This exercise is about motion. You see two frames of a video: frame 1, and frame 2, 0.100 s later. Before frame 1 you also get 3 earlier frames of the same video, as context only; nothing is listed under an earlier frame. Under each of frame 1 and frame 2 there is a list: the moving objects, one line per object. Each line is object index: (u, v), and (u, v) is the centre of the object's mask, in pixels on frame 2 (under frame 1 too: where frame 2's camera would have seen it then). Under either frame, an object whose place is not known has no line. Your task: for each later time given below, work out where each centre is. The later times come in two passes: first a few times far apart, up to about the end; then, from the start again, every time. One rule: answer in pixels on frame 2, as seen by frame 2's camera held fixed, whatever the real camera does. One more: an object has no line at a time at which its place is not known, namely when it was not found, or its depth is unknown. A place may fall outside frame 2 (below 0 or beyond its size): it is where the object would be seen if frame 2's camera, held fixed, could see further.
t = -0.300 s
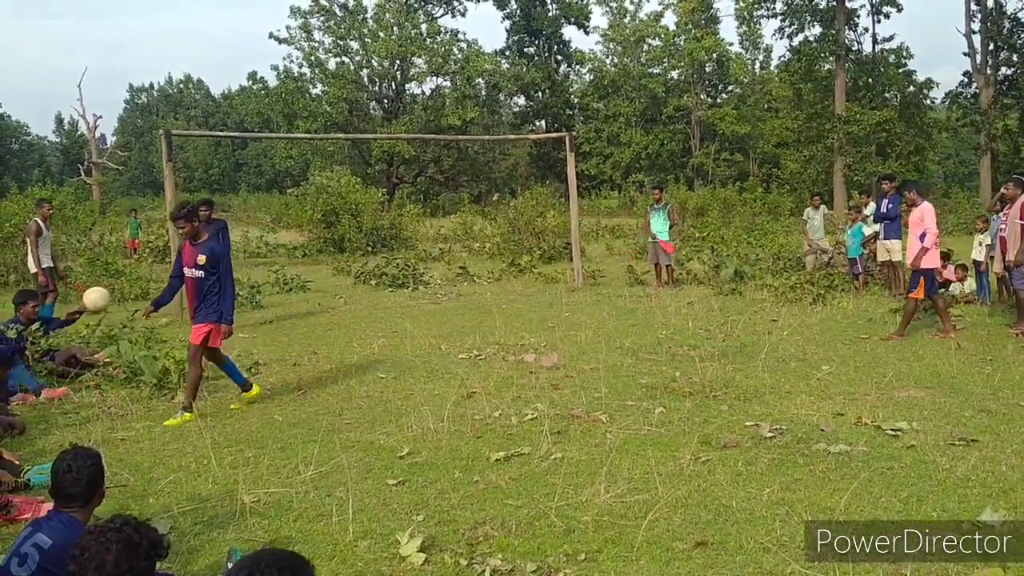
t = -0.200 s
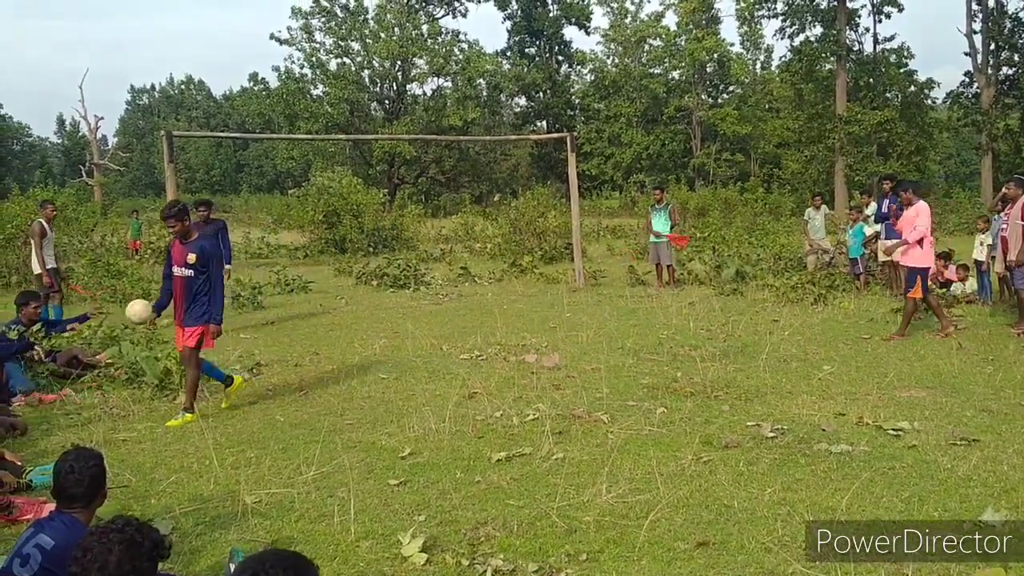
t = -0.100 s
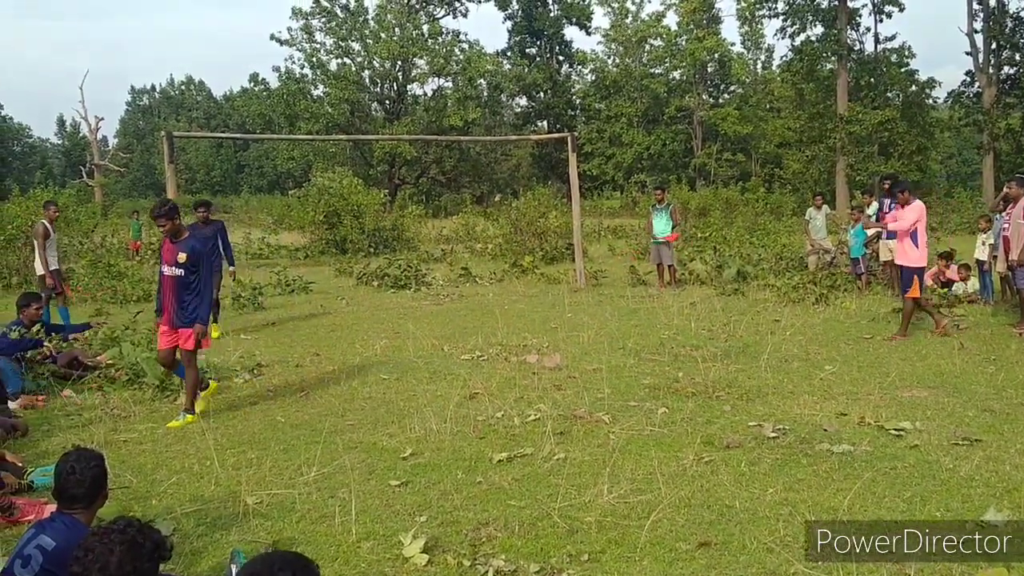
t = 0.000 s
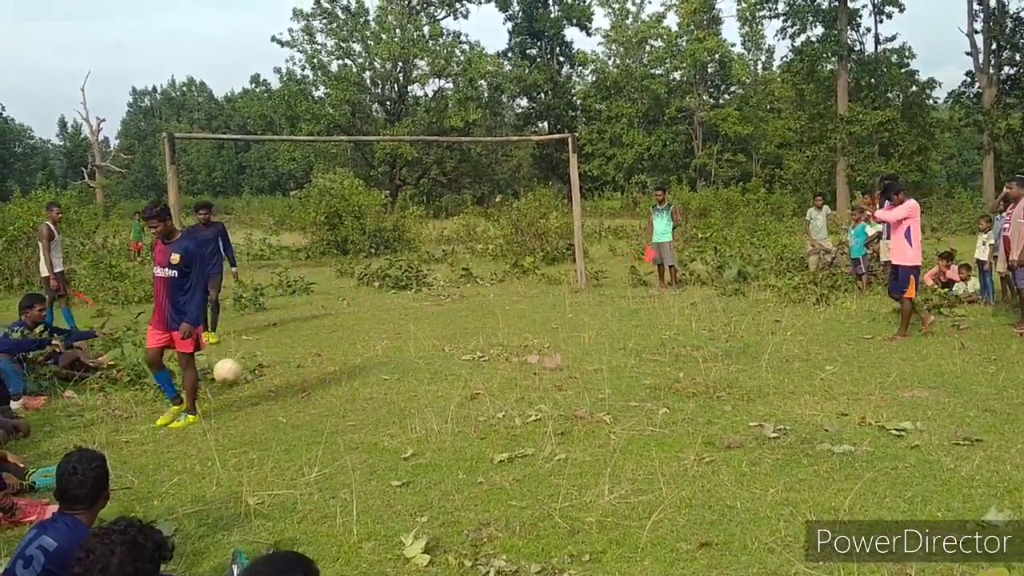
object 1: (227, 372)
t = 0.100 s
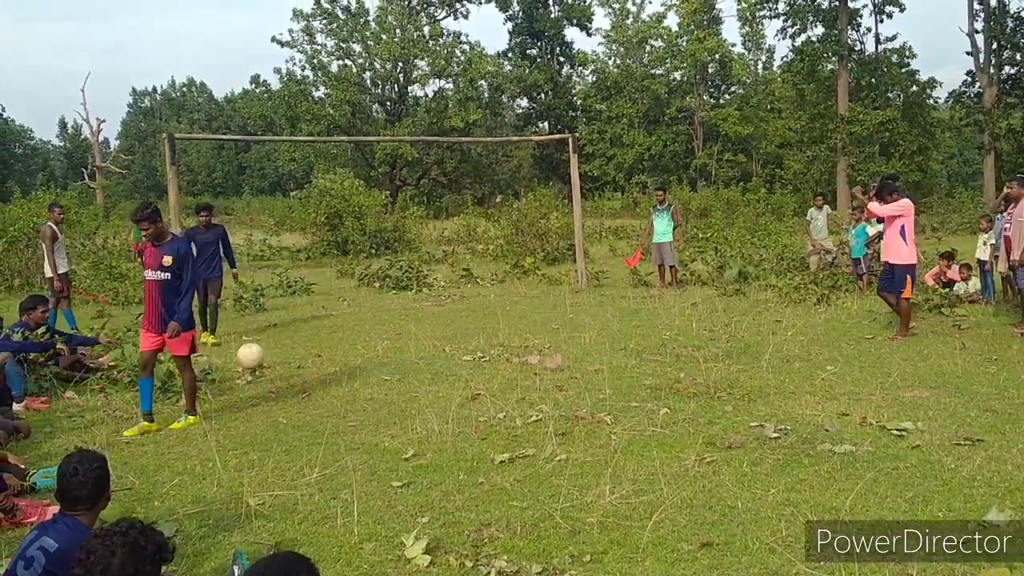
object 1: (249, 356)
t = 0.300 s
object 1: (292, 334)
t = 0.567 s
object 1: (354, 375)
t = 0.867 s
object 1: (417, 355)
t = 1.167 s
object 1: (480, 364)
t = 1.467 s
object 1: (540, 374)
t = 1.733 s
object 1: (592, 374)
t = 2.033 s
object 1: (642, 373)
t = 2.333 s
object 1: (684, 373)
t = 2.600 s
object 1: (710, 372)
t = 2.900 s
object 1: (724, 373)
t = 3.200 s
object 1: (723, 372)
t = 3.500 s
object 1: (722, 372)
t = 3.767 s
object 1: (722, 372)
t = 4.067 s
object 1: (721, 372)
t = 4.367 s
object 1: (721, 372)
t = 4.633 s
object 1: (721, 372)
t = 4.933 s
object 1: (721, 372)
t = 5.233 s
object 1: (721, 372)
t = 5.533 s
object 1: (721, 372)
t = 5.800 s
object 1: (721, 372)
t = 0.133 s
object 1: (256, 349)
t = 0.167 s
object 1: (263, 343)
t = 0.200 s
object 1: (270, 339)
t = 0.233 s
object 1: (278, 336)
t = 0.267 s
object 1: (285, 334)
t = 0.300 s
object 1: (292, 334)
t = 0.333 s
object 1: (300, 334)
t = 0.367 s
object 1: (307, 336)
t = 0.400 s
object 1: (314, 340)
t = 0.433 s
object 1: (322, 344)
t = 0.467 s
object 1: (330, 350)
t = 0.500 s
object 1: (338, 357)
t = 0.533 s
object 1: (346, 365)
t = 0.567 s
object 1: (354, 375)
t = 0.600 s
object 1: (361, 373)
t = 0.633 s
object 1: (368, 366)
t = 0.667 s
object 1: (375, 361)
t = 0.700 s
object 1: (382, 357)
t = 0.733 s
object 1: (389, 354)
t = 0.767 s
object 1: (396, 353)
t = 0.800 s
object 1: (403, 352)
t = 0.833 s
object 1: (410, 353)
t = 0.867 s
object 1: (417, 355)
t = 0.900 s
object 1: (425, 358)
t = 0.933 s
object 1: (433, 363)
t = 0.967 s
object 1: (440, 370)
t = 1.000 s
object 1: (449, 376)
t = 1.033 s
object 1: (454, 372)
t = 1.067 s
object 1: (460, 368)
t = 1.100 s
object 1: (467, 365)
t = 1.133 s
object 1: (474, 362)
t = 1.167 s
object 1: (480, 364)
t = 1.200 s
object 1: (487, 365)
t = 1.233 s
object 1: (493, 366)
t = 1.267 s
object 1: (500, 371)
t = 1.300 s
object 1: (507, 374)
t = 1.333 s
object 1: (514, 373)
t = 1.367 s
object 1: (520, 372)
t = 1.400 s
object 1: (527, 372)
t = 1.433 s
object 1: (533, 373)
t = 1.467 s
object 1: (540, 374)
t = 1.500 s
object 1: (547, 374)
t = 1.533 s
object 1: (553, 374)
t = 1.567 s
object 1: (561, 374)
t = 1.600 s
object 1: (567, 375)
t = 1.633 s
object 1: (573, 374)
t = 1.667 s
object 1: (579, 374)
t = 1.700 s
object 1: (585, 374)
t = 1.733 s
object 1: (592, 374)
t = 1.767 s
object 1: (597, 374)
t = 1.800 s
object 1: (604, 374)
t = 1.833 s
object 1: (609, 374)
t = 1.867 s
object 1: (615, 373)
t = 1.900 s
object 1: (620, 374)
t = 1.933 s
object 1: (626, 374)
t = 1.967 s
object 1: (631, 374)
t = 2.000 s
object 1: (637, 373)
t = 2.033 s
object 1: (642, 373)
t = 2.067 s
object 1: (647, 373)
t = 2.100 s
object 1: (652, 373)
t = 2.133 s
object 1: (656, 373)
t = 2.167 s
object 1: (660, 372)
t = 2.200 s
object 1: (666, 372)
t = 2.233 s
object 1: (670, 374)
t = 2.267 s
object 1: (675, 375)
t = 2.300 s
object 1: (680, 374)
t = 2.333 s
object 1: (684, 373)
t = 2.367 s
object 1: (688, 374)
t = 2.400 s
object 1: (692, 373)
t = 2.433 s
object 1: (695, 373)
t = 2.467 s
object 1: (698, 373)
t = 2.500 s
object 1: (702, 373)
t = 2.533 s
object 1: (706, 372)
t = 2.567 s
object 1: (708, 372)
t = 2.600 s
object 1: (710, 372)
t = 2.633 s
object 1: (712, 372)
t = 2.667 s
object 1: (714, 372)
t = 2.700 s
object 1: (716, 372)
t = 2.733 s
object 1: (719, 373)
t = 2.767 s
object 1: (719, 373)
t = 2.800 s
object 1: (720, 373)
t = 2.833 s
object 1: (722, 373)
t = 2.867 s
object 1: (723, 373)
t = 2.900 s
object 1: (724, 373)
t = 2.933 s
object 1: (725, 372)
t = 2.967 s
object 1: (725, 372)
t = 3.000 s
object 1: (724, 372)
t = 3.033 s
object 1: (725, 372)
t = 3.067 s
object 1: (725, 371)
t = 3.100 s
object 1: (724, 372)
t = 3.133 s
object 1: (725, 371)
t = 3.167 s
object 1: (724, 372)
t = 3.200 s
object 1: (723, 372)
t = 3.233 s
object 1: (723, 372)
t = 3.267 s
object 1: (722, 372)
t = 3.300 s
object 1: (722, 372)
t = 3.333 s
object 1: (722, 372)
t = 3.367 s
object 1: (722, 372)
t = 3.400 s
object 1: (722, 372)
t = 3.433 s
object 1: (722, 372)
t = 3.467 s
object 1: (722, 372)
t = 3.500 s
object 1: (722, 372)
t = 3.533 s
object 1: (722, 372)
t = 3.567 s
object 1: (722, 372)
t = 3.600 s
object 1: (722, 372)
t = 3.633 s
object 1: (722, 372)
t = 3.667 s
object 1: (722, 372)
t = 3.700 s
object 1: (722, 372)
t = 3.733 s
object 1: (722, 372)
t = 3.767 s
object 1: (722, 372)
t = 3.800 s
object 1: (722, 372)
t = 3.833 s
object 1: (722, 372)
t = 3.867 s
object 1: (722, 372)
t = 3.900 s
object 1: (722, 372)
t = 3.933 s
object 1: (722, 372)
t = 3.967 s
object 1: (722, 372)
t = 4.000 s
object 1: (721, 372)
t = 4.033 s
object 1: (721, 372)
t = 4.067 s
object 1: (721, 372)
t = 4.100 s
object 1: (721, 372)
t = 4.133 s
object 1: (721, 372)
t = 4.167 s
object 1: (721, 372)
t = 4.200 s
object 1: (721, 372)
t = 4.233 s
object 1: (721, 372)
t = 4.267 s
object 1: (721, 372)
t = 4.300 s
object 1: (721, 372)
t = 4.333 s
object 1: (721, 372)
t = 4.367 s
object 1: (721, 372)
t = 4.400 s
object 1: (721, 372)
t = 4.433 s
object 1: (721, 372)
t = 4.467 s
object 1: (721, 372)
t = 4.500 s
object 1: (721, 372)
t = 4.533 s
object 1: (721, 372)
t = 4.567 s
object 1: (721, 372)
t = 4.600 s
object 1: (721, 372)
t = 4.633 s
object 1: (721, 372)
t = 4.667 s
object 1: (721, 372)
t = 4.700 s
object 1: (721, 372)
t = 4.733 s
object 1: (721, 372)
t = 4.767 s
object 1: (721, 372)
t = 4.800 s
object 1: (721, 372)
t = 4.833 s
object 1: (721, 372)
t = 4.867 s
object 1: (721, 372)
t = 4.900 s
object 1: (721, 372)
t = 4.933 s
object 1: (721, 372)
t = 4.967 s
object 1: (721, 372)
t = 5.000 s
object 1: (721, 372)
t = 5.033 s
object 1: (721, 372)
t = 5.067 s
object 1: (721, 372)
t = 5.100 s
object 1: (721, 372)
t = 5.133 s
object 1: (721, 372)
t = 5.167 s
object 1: (721, 372)
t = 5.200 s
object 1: (721, 373)
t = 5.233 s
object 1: (721, 372)
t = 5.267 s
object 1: (721, 372)
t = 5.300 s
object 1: (721, 373)
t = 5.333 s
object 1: (721, 373)
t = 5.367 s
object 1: (721, 372)
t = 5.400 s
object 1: (721, 372)
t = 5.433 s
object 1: (721, 372)
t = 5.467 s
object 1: (721, 373)
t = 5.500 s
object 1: (721, 372)
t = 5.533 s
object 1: (721, 372)
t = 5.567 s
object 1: (721, 372)
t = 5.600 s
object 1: (721, 373)
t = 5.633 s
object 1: (721, 373)
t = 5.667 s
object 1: (721, 373)
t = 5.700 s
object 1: (721, 373)
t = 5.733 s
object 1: (721, 372)
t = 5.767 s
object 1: (721, 373)
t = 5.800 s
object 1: (721, 372)
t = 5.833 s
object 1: (721, 372)
